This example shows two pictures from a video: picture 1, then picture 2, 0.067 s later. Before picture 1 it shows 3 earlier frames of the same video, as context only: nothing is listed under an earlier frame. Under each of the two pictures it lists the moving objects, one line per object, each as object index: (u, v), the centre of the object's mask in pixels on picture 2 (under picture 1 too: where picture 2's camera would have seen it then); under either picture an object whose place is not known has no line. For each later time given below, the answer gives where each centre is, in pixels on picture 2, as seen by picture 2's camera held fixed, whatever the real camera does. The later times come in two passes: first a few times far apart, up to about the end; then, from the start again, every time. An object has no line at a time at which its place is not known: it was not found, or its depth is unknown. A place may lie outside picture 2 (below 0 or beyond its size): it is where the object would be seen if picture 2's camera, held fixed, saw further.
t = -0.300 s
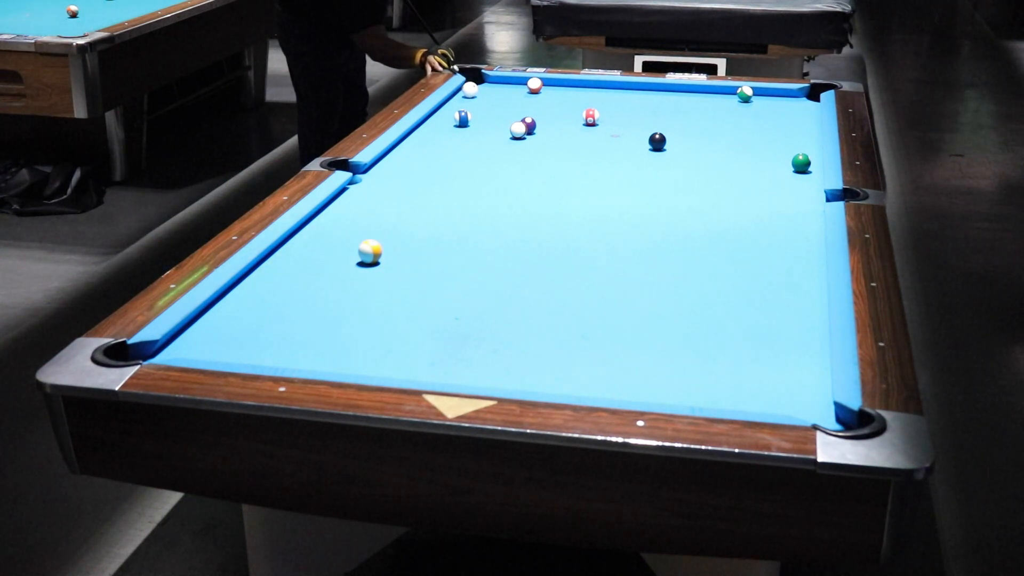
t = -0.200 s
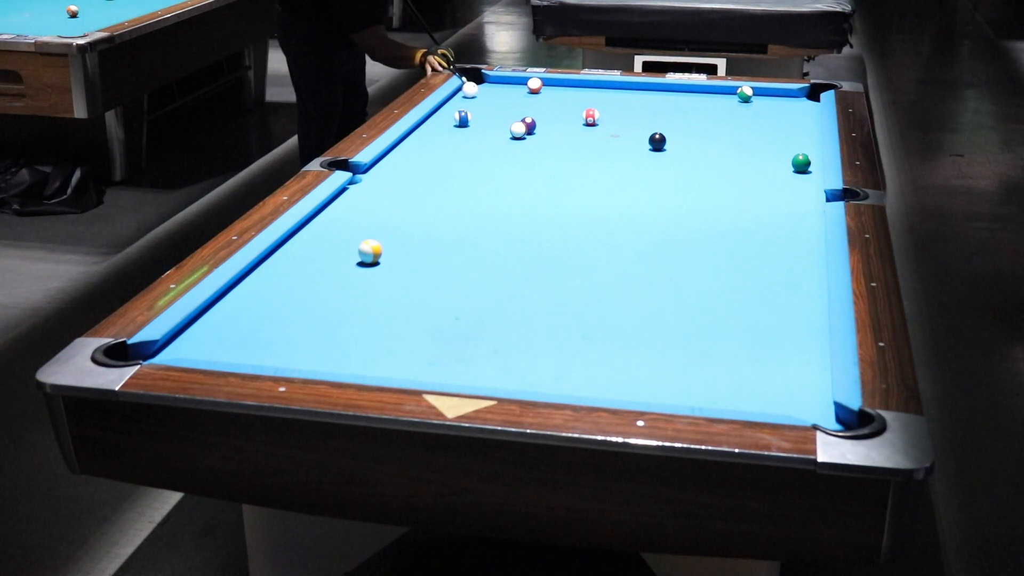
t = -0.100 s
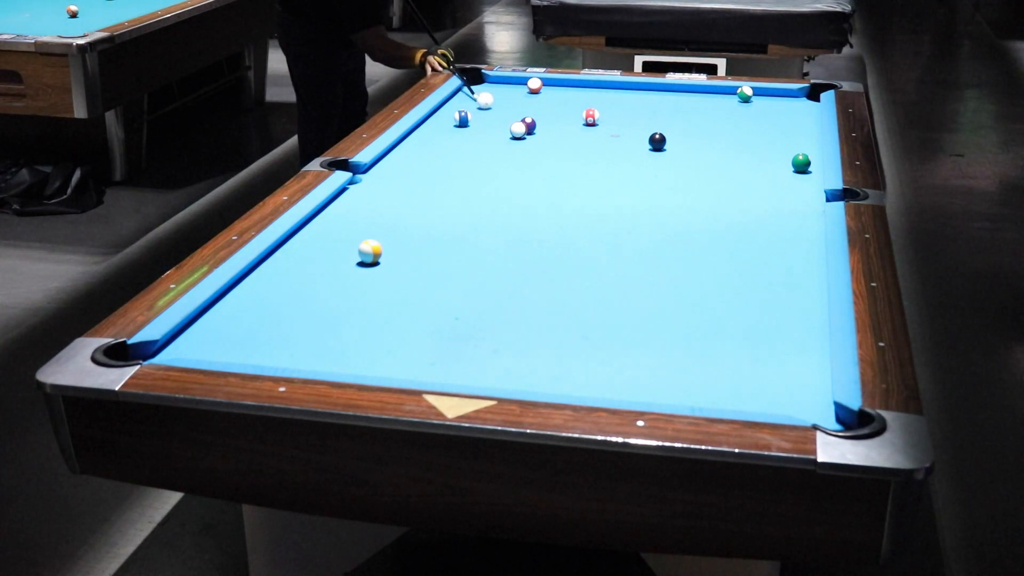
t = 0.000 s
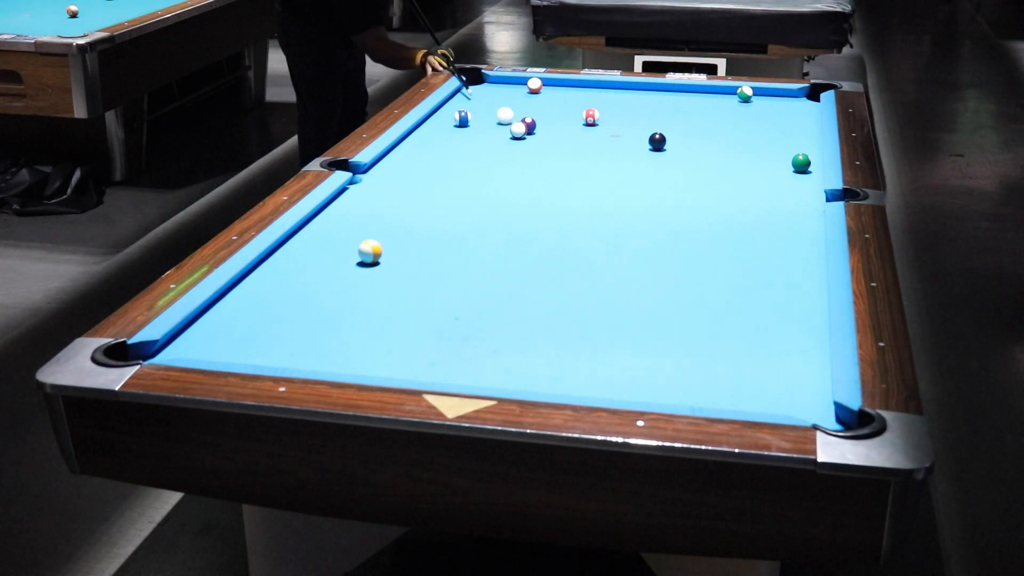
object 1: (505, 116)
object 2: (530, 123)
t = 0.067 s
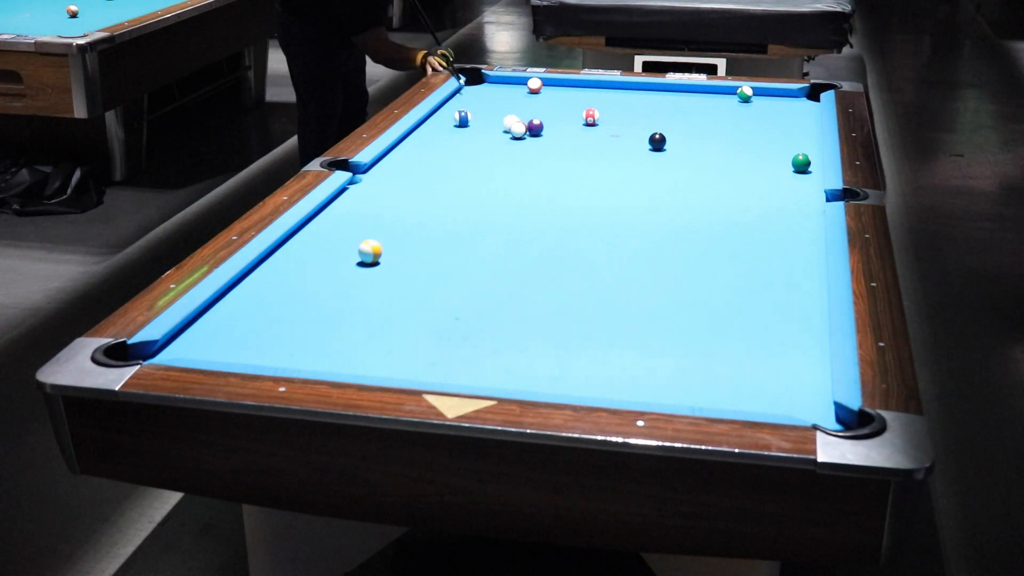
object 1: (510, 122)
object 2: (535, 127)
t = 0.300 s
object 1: (487, 137)
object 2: (610, 145)
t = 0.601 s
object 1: (459, 157)
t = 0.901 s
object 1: (430, 178)
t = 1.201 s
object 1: (397, 200)
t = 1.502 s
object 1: (362, 225)
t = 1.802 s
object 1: (324, 250)
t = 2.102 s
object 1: (284, 278)
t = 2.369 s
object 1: (246, 305)
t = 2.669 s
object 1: (199, 336)
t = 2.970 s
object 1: (149, 356)
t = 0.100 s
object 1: (505, 124)
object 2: (547, 130)
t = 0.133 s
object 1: (502, 127)
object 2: (559, 133)
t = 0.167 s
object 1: (499, 129)
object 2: (570, 135)
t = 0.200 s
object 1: (496, 131)
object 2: (580, 138)
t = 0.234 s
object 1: (493, 133)
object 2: (590, 141)
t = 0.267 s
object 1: (490, 135)
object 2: (600, 143)
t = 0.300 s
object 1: (487, 137)
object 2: (610, 145)
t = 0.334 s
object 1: (484, 140)
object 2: (619, 148)
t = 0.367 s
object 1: (481, 141)
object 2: (629, 150)
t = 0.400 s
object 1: (478, 144)
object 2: (639, 152)
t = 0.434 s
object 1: (475, 146)
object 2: (649, 154)
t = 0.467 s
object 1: (472, 148)
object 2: (660, 157)
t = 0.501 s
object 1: (469, 150)
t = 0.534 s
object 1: (466, 152)
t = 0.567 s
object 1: (463, 154)
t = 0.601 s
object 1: (459, 157)
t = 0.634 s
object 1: (456, 159)
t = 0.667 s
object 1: (453, 161)
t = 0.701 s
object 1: (450, 164)
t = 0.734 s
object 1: (446, 166)
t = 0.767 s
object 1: (443, 168)
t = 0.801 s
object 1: (439, 170)
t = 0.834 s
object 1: (436, 173)
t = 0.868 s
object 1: (433, 175)
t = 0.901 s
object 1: (430, 178)
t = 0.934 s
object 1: (426, 180)
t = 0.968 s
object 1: (422, 183)
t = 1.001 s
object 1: (419, 185)
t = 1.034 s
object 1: (415, 188)
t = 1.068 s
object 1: (412, 190)
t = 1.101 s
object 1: (408, 192)
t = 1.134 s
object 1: (404, 195)
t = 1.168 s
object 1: (401, 198)
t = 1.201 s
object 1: (397, 200)
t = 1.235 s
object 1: (393, 203)
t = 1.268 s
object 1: (389, 206)
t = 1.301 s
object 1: (385, 208)
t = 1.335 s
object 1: (382, 211)
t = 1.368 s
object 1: (378, 213)
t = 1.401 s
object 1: (374, 216)
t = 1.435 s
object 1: (370, 219)
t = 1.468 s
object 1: (366, 221)
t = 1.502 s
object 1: (362, 225)
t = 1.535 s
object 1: (358, 227)
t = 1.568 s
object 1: (354, 230)
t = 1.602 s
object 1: (350, 233)
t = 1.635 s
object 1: (345, 236)
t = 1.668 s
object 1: (341, 238)
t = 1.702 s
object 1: (337, 241)
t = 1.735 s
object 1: (333, 244)
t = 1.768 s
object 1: (329, 247)
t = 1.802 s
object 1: (324, 250)
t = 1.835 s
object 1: (320, 253)
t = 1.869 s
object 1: (316, 256)
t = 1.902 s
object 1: (311, 259)
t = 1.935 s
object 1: (307, 262)
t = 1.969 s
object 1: (302, 265)
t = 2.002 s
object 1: (298, 269)
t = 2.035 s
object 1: (293, 272)
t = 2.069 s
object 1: (289, 275)
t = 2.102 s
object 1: (284, 278)
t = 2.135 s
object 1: (279, 282)
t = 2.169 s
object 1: (275, 285)
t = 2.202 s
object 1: (270, 288)
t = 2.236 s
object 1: (265, 291)
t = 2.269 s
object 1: (261, 294)
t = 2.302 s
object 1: (256, 298)
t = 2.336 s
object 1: (251, 301)
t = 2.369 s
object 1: (246, 305)
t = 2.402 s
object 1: (241, 308)
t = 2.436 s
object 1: (236, 312)
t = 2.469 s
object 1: (231, 315)
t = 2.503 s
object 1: (226, 318)
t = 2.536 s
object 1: (221, 322)
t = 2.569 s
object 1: (215, 325)
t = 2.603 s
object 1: (210, 329)
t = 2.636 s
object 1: (205, 333)
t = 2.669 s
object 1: (199, 336)
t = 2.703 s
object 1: (194, 340)
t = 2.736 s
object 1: (189, 343)
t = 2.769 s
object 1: (183, 346)
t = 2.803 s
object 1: (178, 348)
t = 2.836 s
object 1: (172, 350)
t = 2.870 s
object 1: (167, 352)
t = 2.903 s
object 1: (161, 352)
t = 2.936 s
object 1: (155, 354)
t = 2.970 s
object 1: (149, 356)
